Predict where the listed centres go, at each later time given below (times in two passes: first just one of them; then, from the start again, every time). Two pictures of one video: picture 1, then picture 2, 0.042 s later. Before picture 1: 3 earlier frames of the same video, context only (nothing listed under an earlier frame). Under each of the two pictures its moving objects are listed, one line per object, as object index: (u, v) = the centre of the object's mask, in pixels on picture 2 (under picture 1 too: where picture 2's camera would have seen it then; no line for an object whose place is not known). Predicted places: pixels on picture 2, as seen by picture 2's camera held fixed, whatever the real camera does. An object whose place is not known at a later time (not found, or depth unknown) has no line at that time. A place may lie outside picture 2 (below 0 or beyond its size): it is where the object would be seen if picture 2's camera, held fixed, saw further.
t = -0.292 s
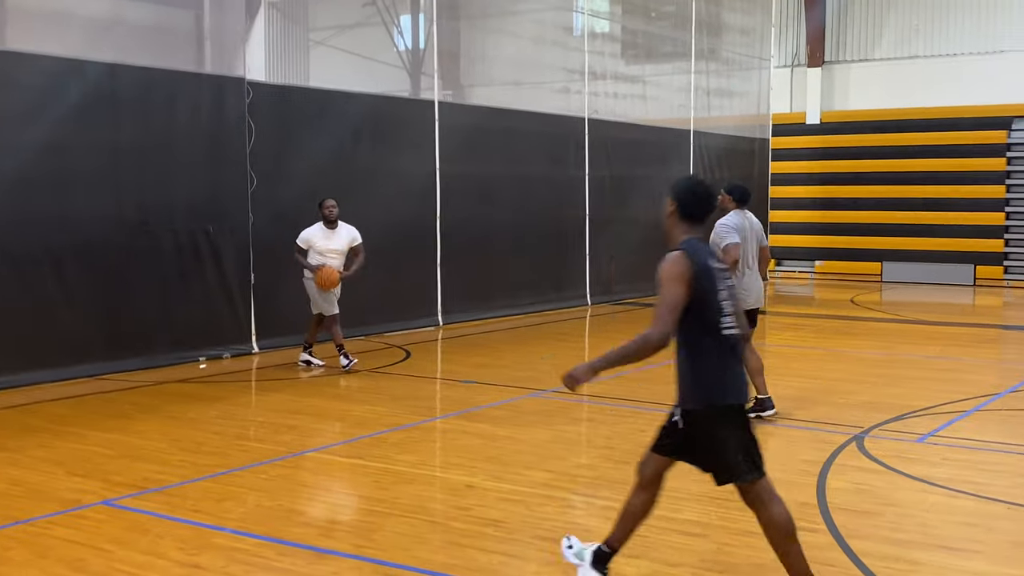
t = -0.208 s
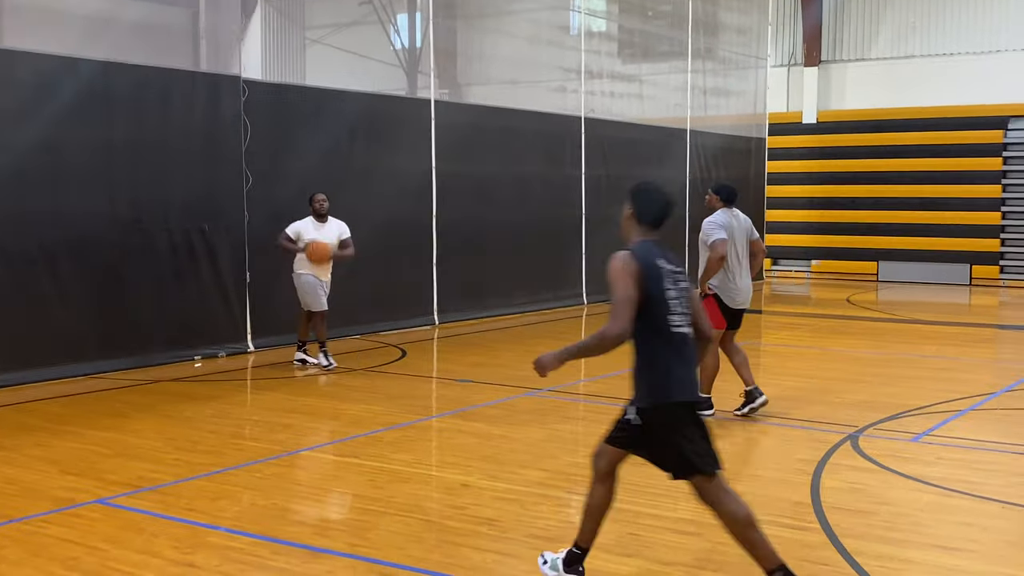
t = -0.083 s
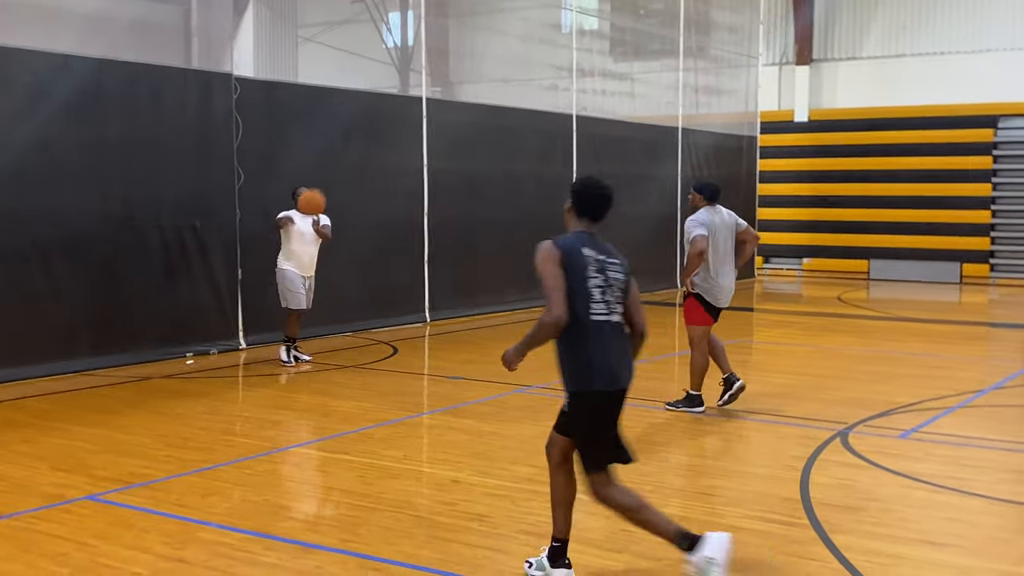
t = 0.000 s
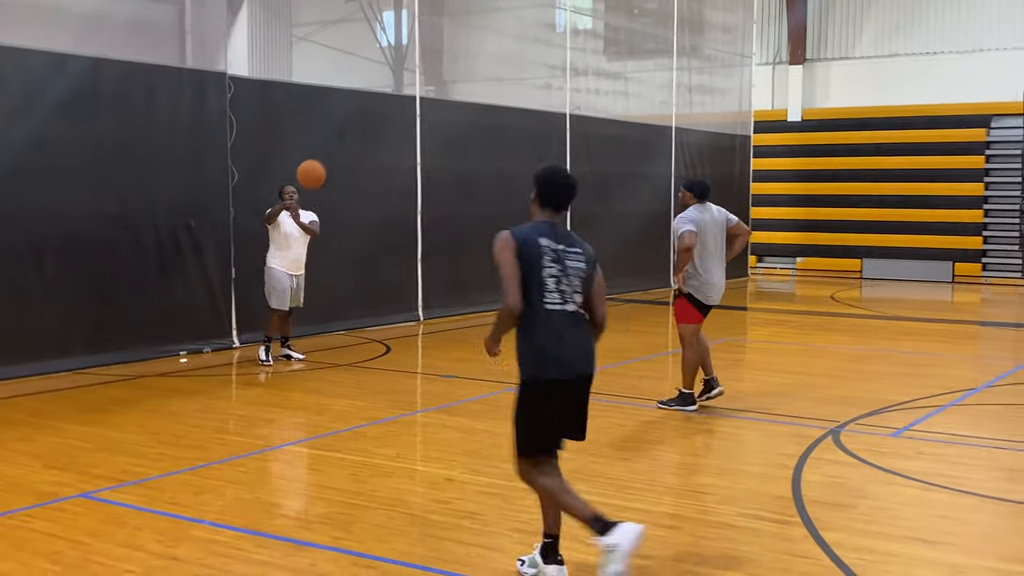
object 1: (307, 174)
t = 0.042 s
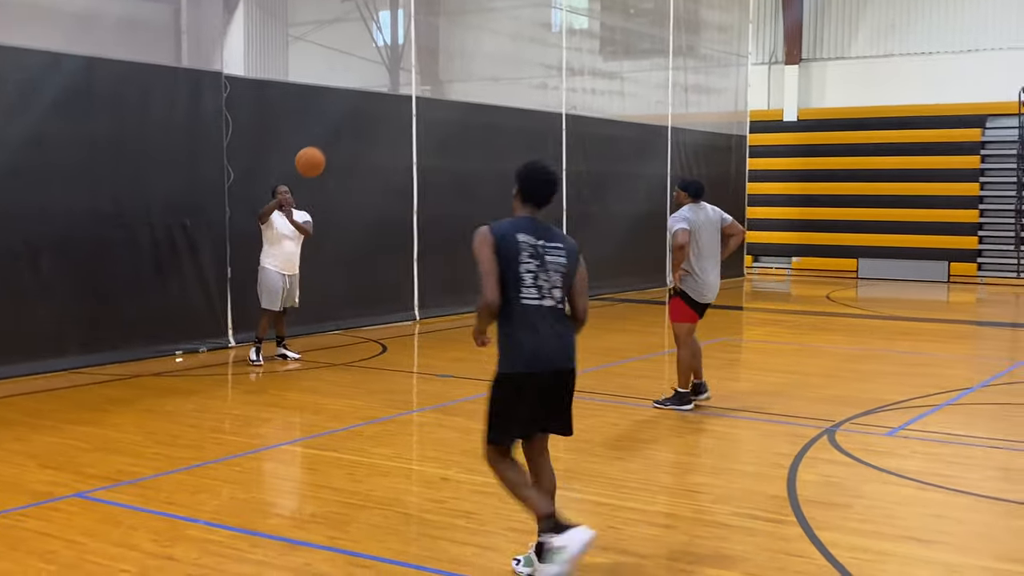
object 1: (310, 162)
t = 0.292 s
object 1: (333, 124)
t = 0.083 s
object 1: (313, 151)
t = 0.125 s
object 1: (316, 142)
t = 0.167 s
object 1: (320, 135)
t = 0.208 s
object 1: (324, 129)
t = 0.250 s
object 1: (328, 125)
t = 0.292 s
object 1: (333, 124)
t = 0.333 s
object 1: (338, 125)
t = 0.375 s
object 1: (343, 129)
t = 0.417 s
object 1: (349, 135)
